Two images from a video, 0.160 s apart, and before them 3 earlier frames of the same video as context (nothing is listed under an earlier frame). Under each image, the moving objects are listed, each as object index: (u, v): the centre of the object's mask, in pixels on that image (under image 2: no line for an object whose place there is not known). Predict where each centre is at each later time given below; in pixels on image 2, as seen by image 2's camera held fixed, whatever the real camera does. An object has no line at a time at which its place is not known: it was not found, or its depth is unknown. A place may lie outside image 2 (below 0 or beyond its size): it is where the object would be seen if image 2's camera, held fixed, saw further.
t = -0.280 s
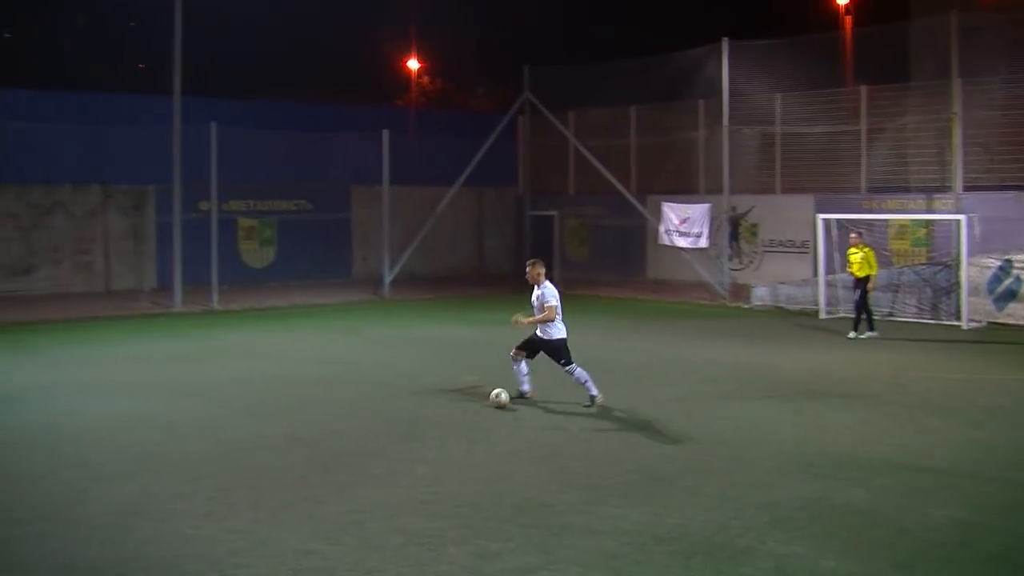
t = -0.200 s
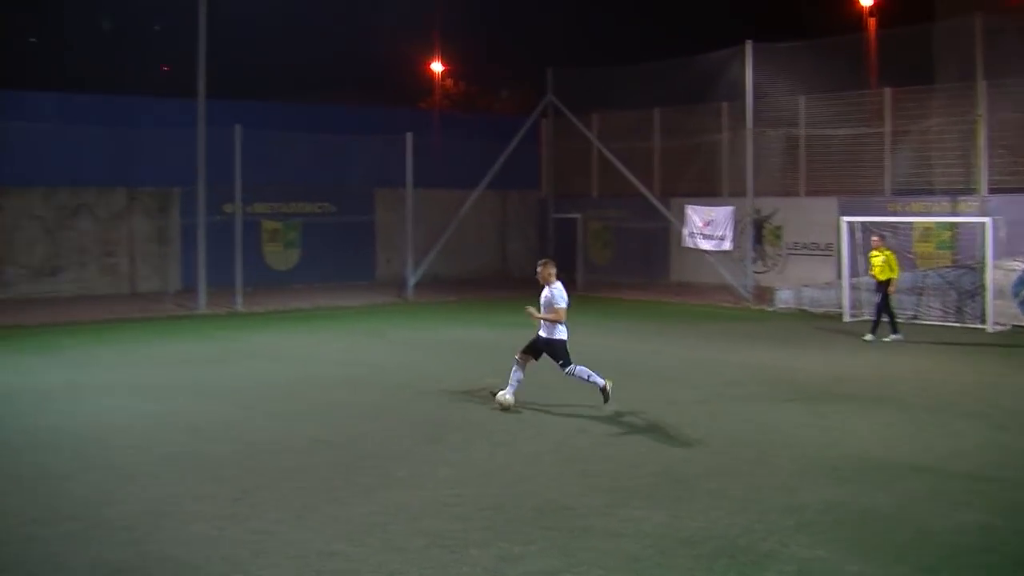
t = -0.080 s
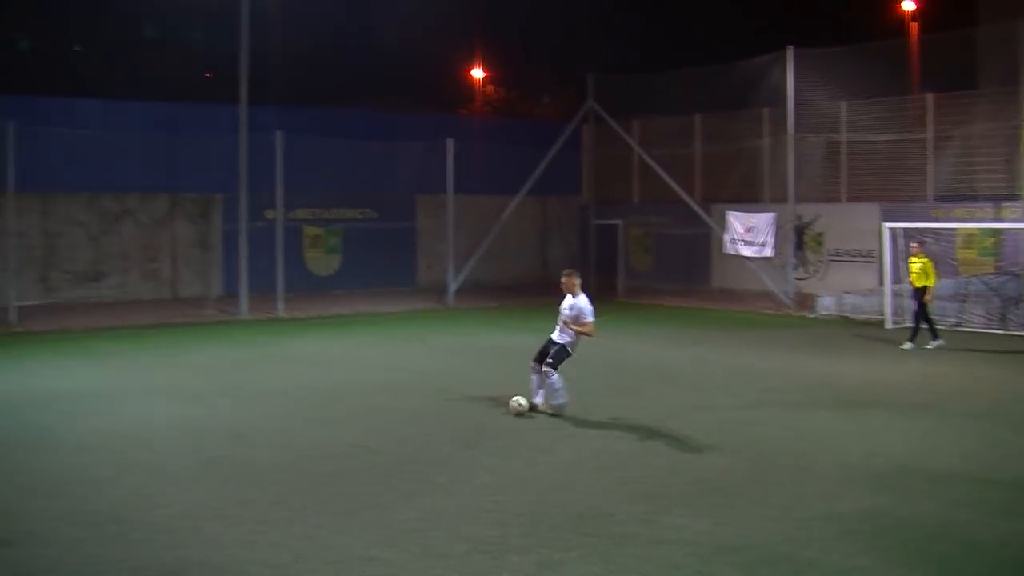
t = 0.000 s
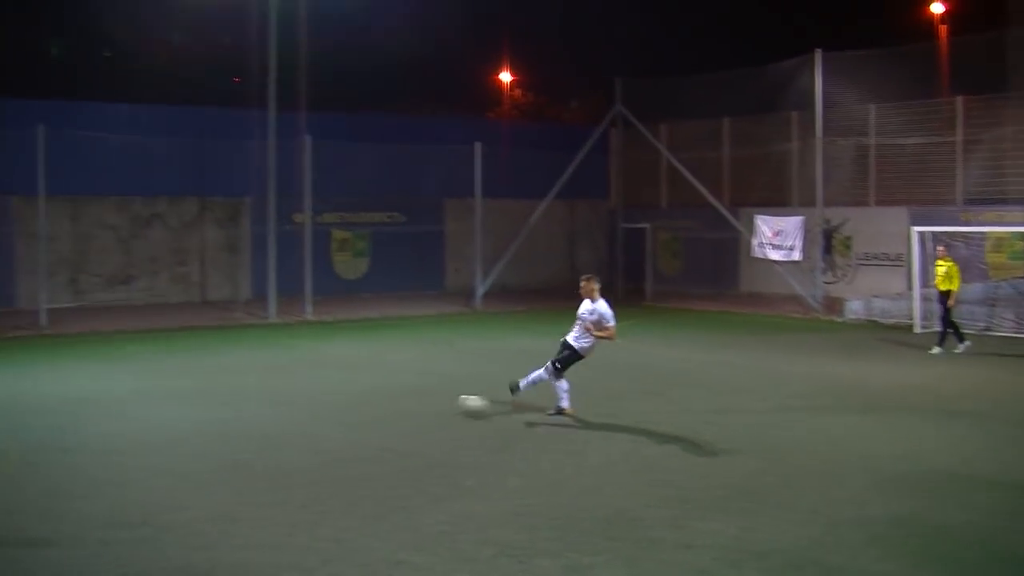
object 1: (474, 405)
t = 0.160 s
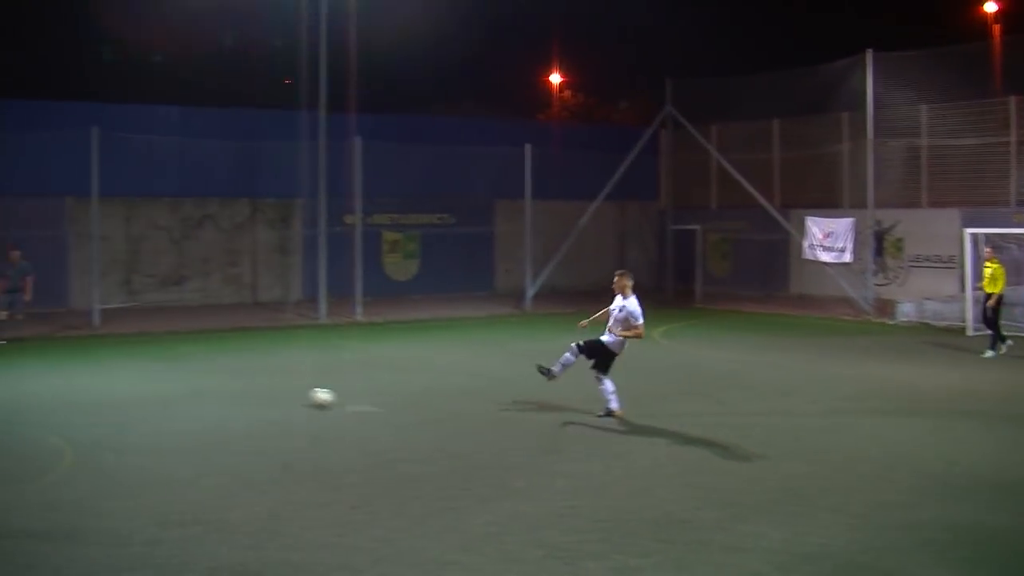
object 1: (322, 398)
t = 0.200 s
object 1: (280, 395)
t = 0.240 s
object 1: (240, 392)
